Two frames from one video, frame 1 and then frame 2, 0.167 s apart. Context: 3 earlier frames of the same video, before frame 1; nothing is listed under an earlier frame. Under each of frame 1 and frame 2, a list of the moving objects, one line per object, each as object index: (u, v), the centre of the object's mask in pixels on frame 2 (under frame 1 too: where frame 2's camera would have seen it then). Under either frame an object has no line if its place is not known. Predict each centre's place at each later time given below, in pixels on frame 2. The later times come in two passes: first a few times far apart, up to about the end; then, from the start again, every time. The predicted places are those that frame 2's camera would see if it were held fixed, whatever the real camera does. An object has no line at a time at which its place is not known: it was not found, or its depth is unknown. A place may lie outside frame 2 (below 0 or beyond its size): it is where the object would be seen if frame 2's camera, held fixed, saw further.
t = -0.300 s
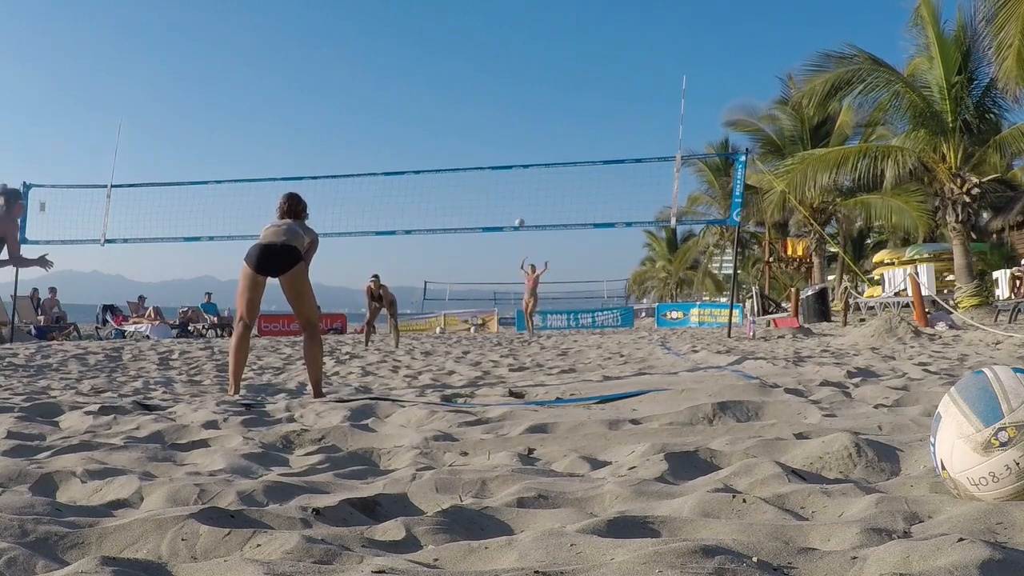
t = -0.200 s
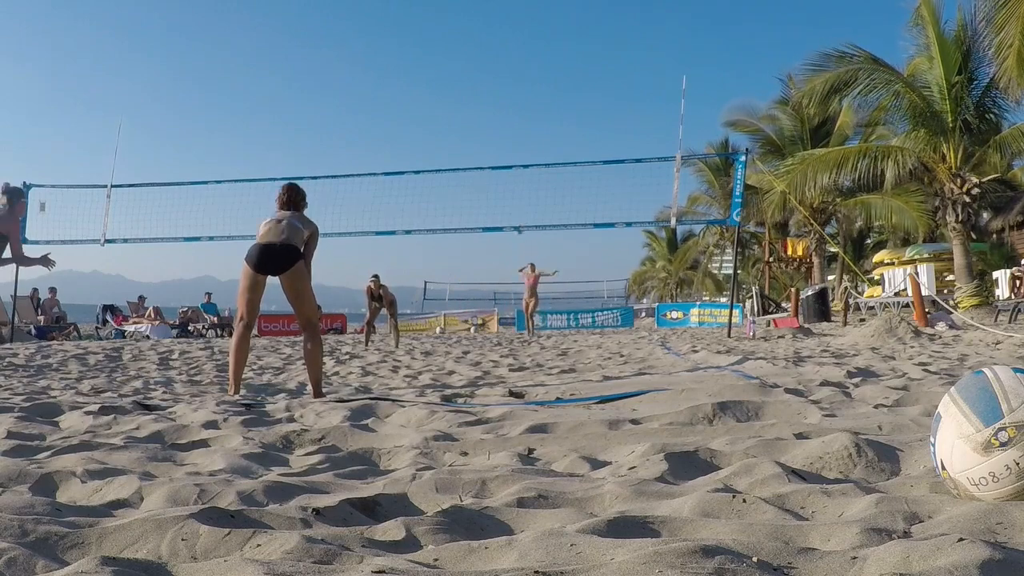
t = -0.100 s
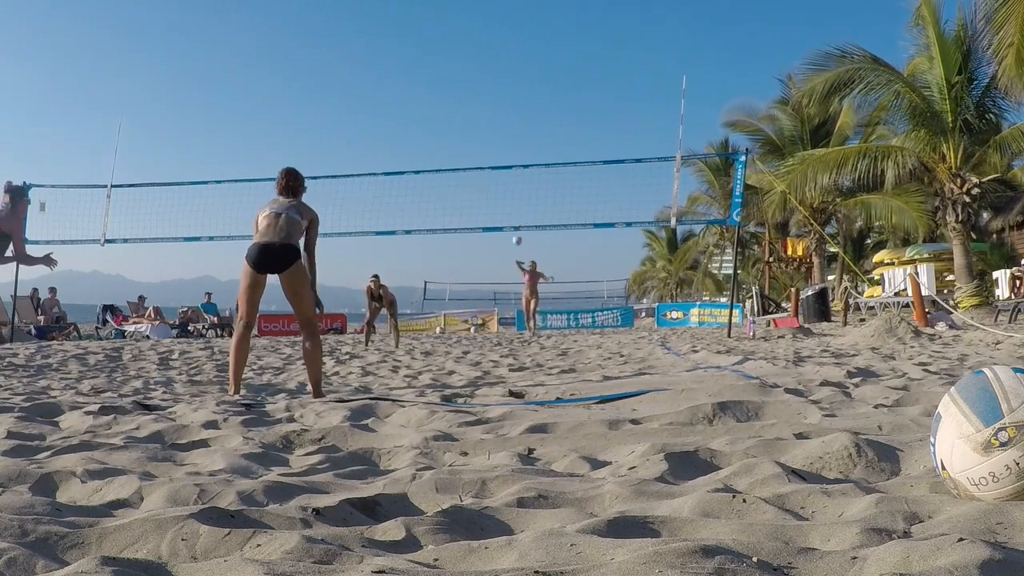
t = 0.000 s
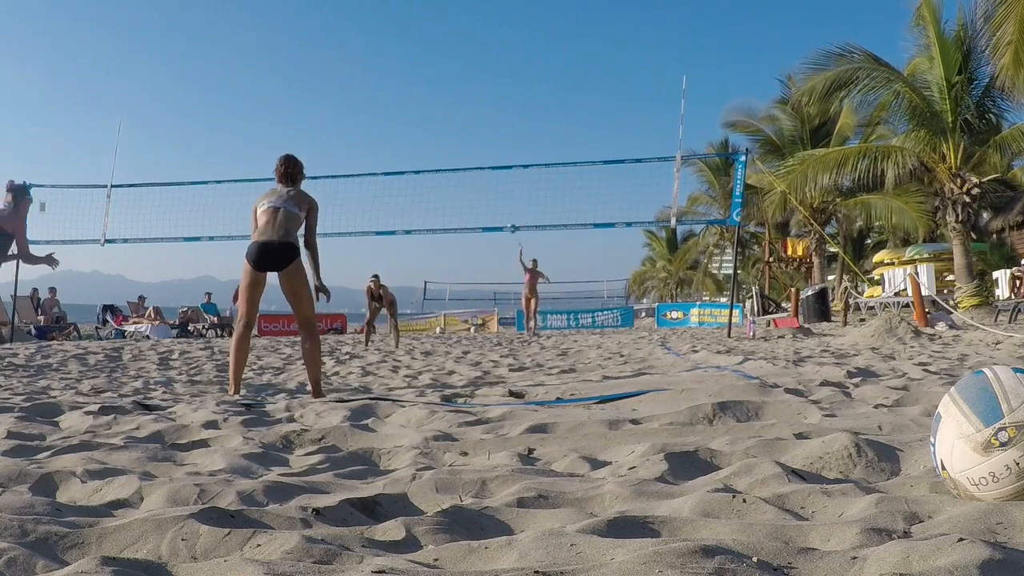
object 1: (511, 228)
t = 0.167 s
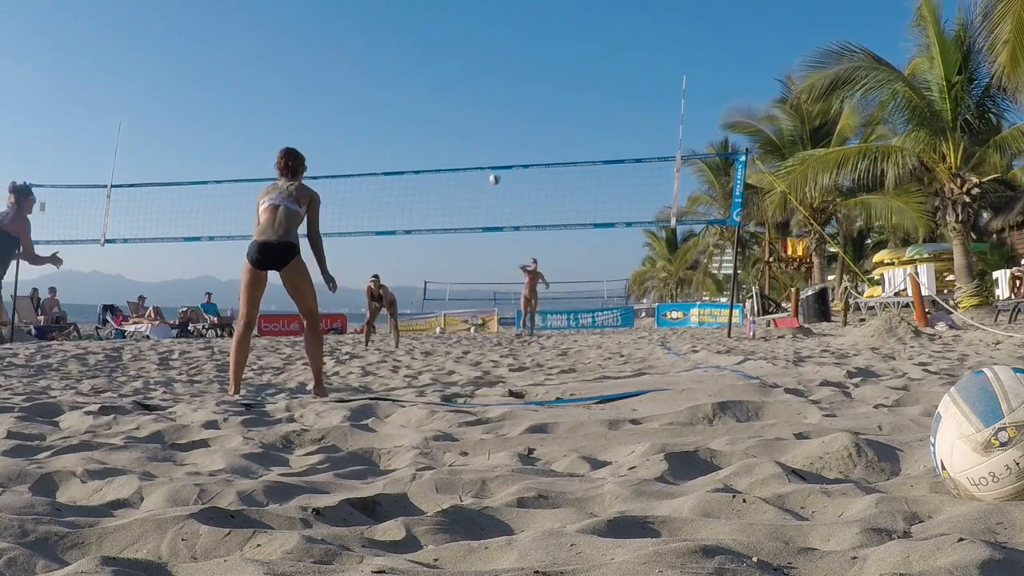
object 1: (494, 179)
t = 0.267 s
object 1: (484, 151)
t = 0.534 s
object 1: (450, 85)
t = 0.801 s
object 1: (403, 50)
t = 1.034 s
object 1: (341, 61)
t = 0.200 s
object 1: (491, 170)
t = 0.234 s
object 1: (487, 160)
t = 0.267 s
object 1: (484, 151)
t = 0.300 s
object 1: (481, 142)
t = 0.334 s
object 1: (477, 133)
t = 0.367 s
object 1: (473, 124)
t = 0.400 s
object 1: (469, 116)
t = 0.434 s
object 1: (465, 107)
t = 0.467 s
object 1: (460, 99)
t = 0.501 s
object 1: (455, 92)
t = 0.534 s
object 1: (450, 85)
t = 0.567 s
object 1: (444, 78)
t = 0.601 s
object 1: (439, 73)
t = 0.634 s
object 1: (434, 67)
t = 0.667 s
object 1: (428, 62)
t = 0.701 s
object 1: (422, 58)
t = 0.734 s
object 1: (416, 54)
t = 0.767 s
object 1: (409, 52)
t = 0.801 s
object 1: (403, 50)
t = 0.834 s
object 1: (396, 48)
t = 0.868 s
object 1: (389, 47)
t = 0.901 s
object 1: (382, 47)
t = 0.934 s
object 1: (373, 48)
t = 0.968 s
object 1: (363, 51)
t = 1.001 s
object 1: (353, 55)
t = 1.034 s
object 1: (341, 61)
